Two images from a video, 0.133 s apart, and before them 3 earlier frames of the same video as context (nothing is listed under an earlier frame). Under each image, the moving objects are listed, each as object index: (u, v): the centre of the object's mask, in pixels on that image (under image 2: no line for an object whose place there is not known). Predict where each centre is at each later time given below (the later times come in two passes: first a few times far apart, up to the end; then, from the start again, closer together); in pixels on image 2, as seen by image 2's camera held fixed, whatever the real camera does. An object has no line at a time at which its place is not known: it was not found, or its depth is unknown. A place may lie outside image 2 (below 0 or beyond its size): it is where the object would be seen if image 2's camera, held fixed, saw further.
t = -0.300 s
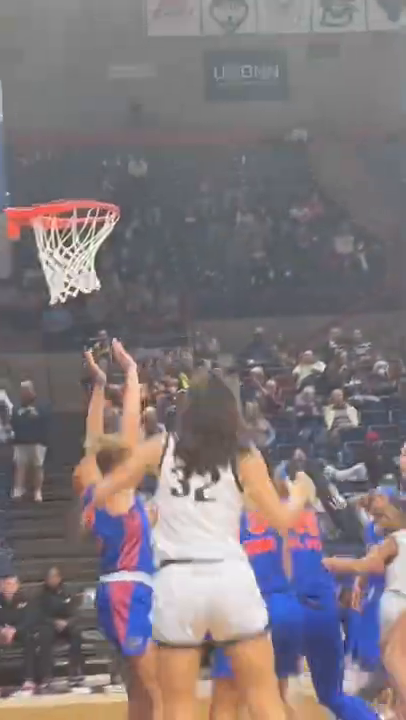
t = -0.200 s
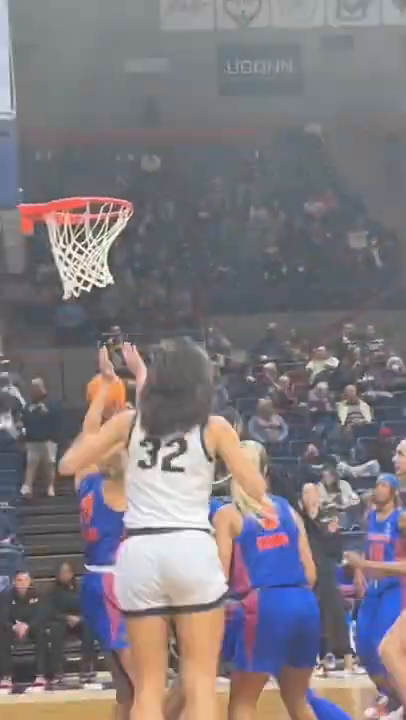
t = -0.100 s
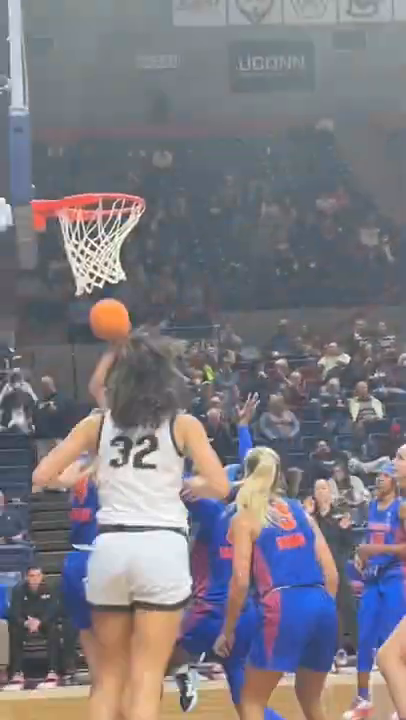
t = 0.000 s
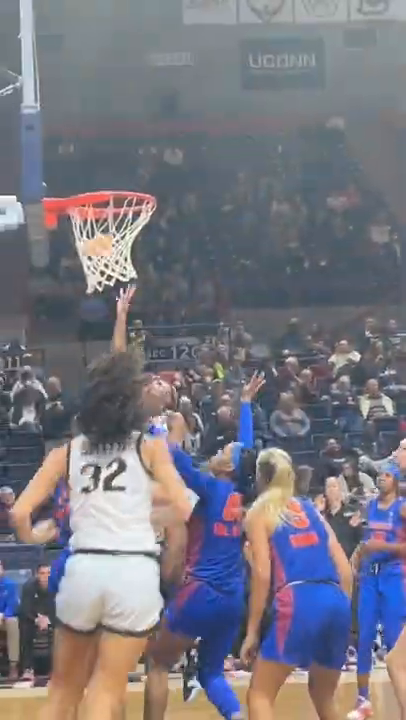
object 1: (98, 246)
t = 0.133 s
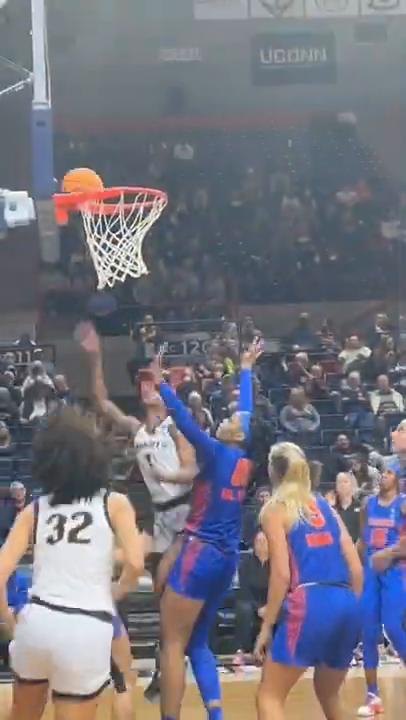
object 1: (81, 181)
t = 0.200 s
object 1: (74, 171)
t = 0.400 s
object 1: (113, 179)
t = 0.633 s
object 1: (147, 251)
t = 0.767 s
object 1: (147, 287)
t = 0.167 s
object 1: (74, 175)
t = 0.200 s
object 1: (74, 171)
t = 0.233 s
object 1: (80, 168)
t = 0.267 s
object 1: (86, 168)
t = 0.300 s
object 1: (93, 168)
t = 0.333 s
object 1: (99, 170)
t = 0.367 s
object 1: (106, 173)
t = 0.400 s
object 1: (113, 179)
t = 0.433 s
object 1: (123, 188)
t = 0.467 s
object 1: (128, 202)
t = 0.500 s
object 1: (133, 212)
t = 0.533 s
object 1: (142, 219)
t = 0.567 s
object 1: (146, 239)
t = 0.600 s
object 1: (146, 246)
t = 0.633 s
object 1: (147, 251)
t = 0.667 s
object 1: (146, 258)
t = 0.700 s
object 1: (148, 271)
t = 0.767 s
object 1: (147, 287)
